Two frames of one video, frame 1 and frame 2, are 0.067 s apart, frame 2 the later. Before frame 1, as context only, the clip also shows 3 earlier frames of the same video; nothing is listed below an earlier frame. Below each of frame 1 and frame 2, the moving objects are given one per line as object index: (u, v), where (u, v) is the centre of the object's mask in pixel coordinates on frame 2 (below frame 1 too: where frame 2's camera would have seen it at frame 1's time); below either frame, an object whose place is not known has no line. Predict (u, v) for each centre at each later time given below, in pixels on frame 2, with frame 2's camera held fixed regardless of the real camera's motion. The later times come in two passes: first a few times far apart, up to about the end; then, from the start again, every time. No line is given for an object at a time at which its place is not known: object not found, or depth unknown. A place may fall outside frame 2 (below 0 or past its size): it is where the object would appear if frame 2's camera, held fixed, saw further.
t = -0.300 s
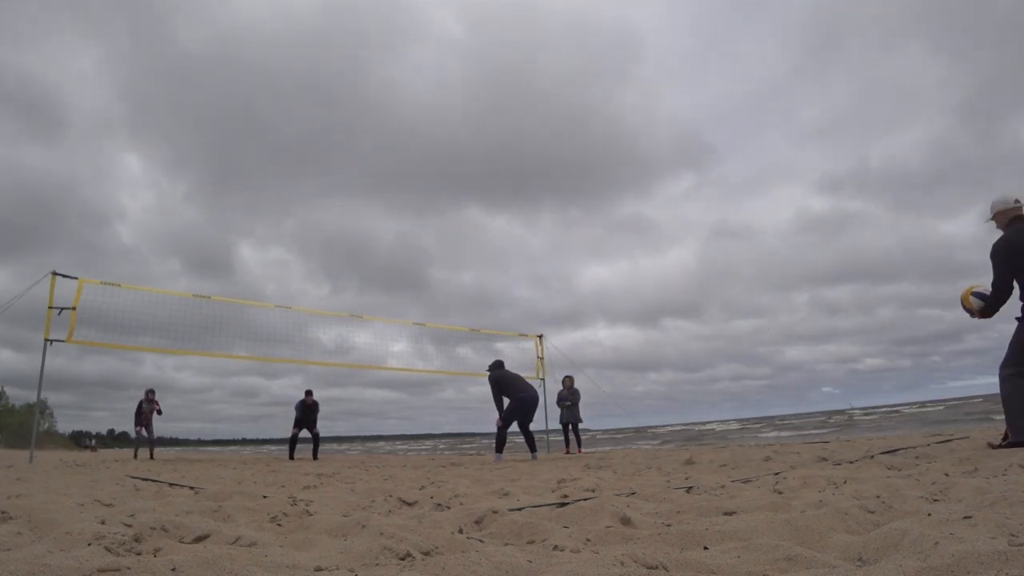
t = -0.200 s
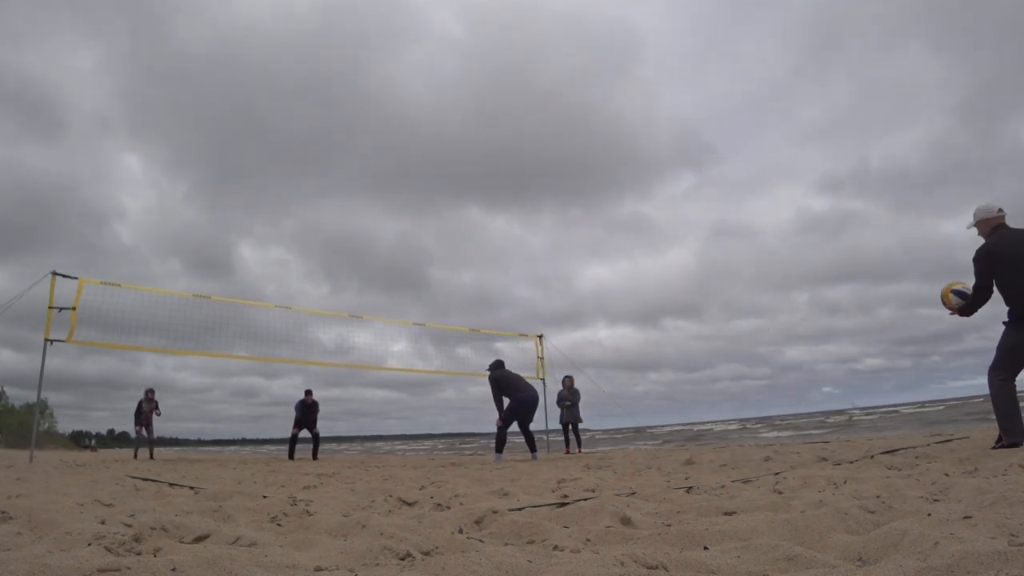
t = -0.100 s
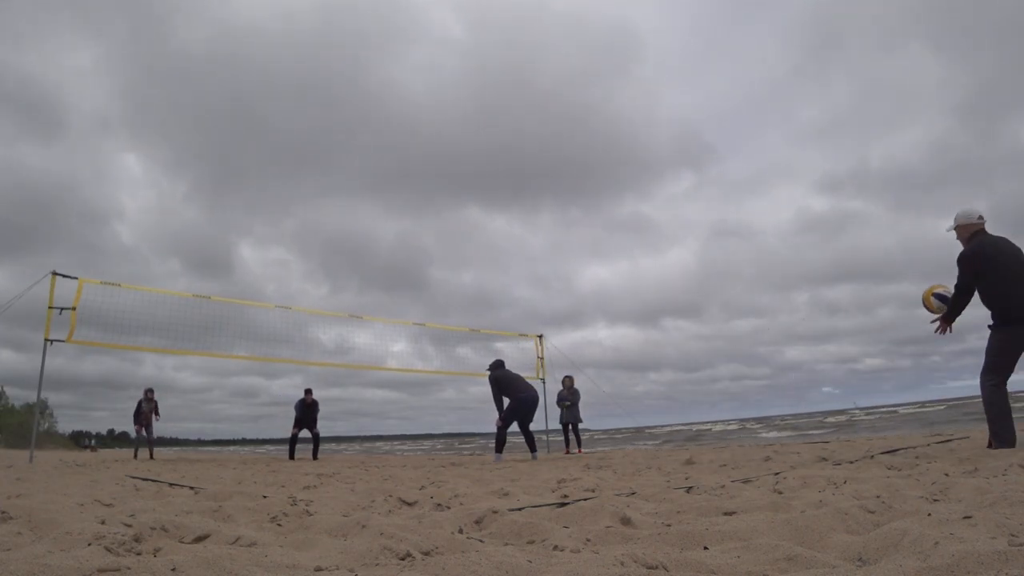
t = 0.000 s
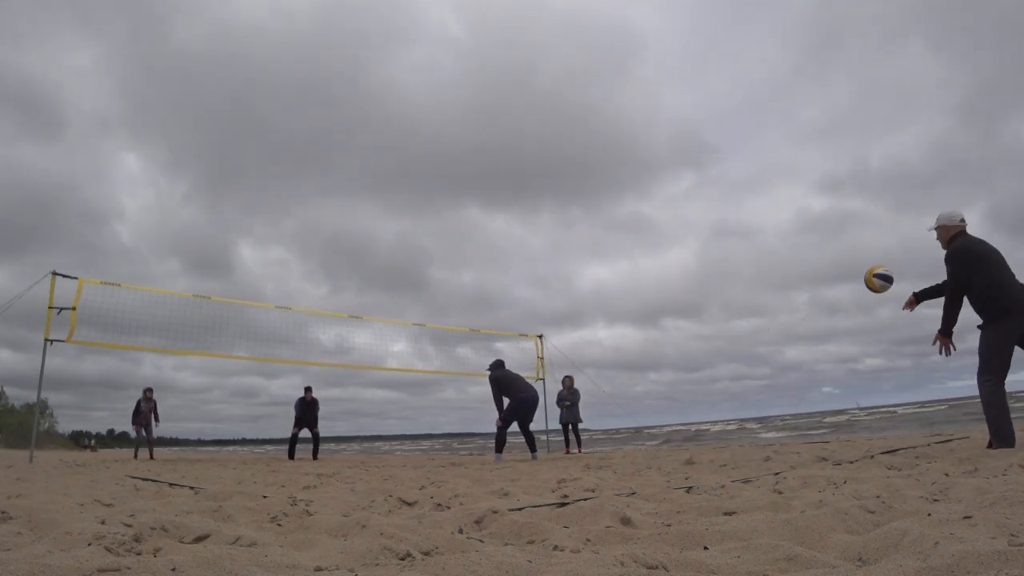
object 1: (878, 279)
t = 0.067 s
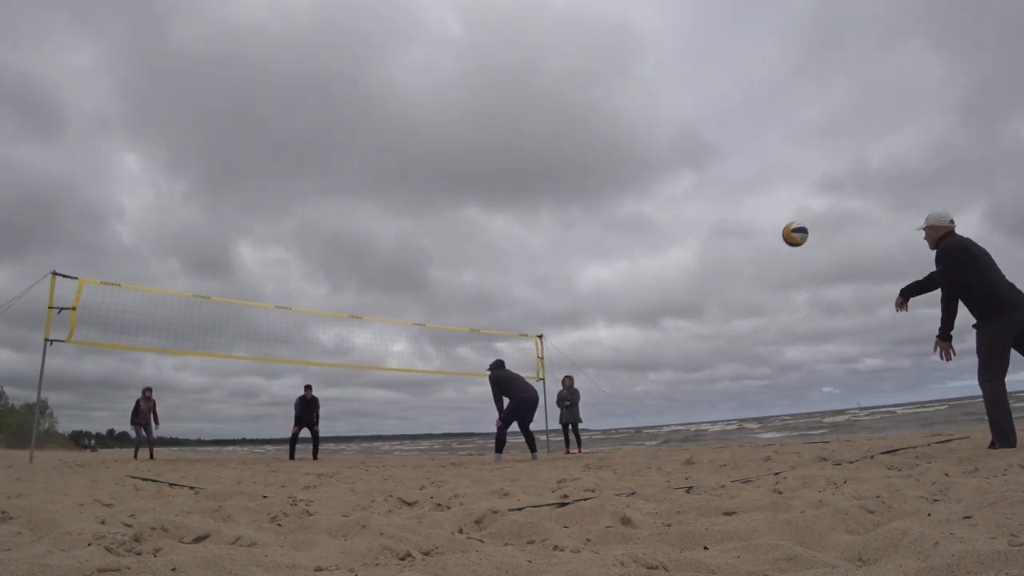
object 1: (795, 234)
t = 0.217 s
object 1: (651, 171)
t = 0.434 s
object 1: (512, 142)
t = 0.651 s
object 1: (417, 155)
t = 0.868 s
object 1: (347, 194)
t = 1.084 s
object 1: (290, 251)
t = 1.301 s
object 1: (242, 322)
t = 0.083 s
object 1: (776, 225)
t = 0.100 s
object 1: (758, 216)
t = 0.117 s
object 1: (741, 208)
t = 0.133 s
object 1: (724, 200)
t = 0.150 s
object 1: (708, 193)
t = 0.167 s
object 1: (693, 187)
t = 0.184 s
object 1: (679, 181)
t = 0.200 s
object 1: (665, 176)
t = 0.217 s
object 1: (651, 171)
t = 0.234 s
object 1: (638, 167)
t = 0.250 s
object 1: (626, 163)
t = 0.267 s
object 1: (613, 160)
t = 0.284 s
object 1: (602, 157)
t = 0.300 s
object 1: (590, 154)
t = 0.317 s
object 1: (579, 151)
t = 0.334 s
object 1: (569, 149)
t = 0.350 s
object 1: (559, 148)
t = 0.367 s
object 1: (549, 146)
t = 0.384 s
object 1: (539, 144)
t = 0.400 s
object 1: (530, 143)
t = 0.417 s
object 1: (521, 143)
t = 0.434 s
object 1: (512, 142)
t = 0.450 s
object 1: (503, 142)
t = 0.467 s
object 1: (495, 142)
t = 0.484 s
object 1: (487, 142)
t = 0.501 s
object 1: (479, 143)
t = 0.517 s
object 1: (471, 143)
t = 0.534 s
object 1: (464, 144)
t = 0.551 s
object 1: (457, 145)
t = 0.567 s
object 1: (450, 147)
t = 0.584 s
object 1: (443, 148)
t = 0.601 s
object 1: (436, 150)
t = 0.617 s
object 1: (430, 152)
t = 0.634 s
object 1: (423, 153)
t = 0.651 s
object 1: (417, 155)
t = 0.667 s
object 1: (411, 157)
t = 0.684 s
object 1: (405, 160)
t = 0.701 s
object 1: (399, 162)
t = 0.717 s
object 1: (393, 165)
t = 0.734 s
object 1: (388, 168)
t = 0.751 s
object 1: (383, 171)
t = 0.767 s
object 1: (377, 173)
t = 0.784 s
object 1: (372, 176)
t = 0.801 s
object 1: (367, 179)
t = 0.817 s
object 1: (361, 183)
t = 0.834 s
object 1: (357, 186)
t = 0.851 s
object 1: (352, 190)
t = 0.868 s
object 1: (347, 194)
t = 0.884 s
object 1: (342, 198)
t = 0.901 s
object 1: (337, 201)
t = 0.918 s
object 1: (333, 205)
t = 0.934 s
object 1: (328, 210)
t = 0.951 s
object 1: (324, 214)
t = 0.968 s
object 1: (319, 218)
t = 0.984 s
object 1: (315, 223)
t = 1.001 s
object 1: (311, 228)
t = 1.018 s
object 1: (306, 232)
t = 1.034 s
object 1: (302, 237)
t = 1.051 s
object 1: (298, 241)
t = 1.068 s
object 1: (294, 246)
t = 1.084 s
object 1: (290, 251)
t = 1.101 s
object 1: (286, 256)
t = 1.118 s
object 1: (282, 261)
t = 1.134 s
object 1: (278, 266)
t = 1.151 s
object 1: (274, 271)
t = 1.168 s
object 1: (270, 277)
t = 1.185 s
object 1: (267, 282)
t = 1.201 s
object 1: (263, 288)
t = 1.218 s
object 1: (259, 293)
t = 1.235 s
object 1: (256, 298)
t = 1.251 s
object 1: (252, 306)
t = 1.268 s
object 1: (249, 311)
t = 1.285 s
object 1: (245, 317)
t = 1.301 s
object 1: (242, 322)
